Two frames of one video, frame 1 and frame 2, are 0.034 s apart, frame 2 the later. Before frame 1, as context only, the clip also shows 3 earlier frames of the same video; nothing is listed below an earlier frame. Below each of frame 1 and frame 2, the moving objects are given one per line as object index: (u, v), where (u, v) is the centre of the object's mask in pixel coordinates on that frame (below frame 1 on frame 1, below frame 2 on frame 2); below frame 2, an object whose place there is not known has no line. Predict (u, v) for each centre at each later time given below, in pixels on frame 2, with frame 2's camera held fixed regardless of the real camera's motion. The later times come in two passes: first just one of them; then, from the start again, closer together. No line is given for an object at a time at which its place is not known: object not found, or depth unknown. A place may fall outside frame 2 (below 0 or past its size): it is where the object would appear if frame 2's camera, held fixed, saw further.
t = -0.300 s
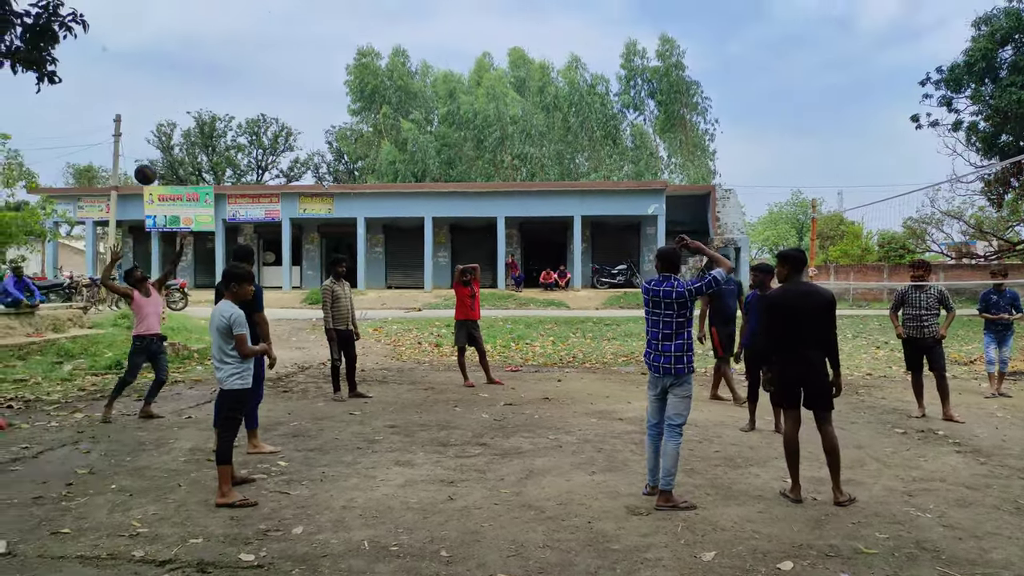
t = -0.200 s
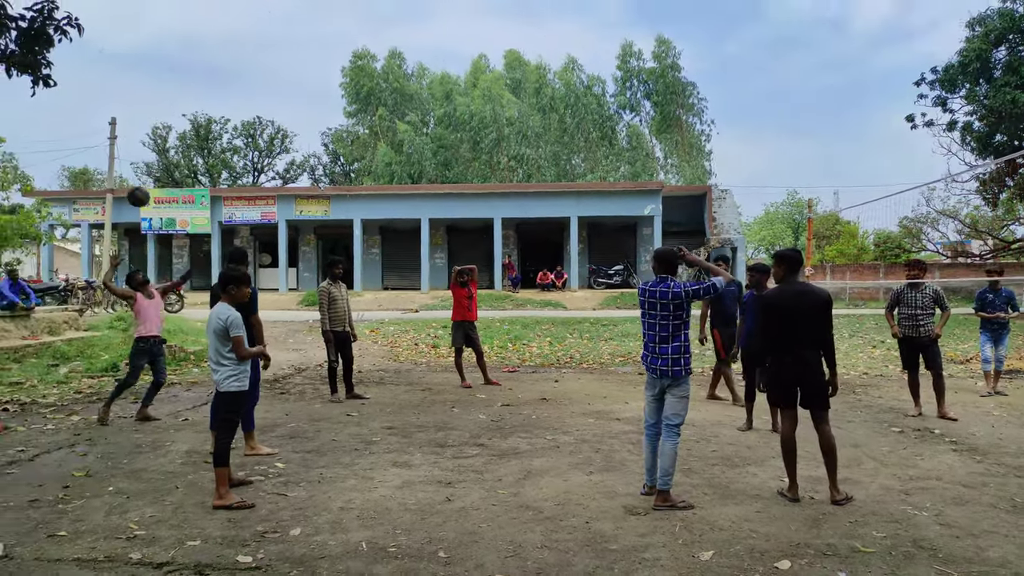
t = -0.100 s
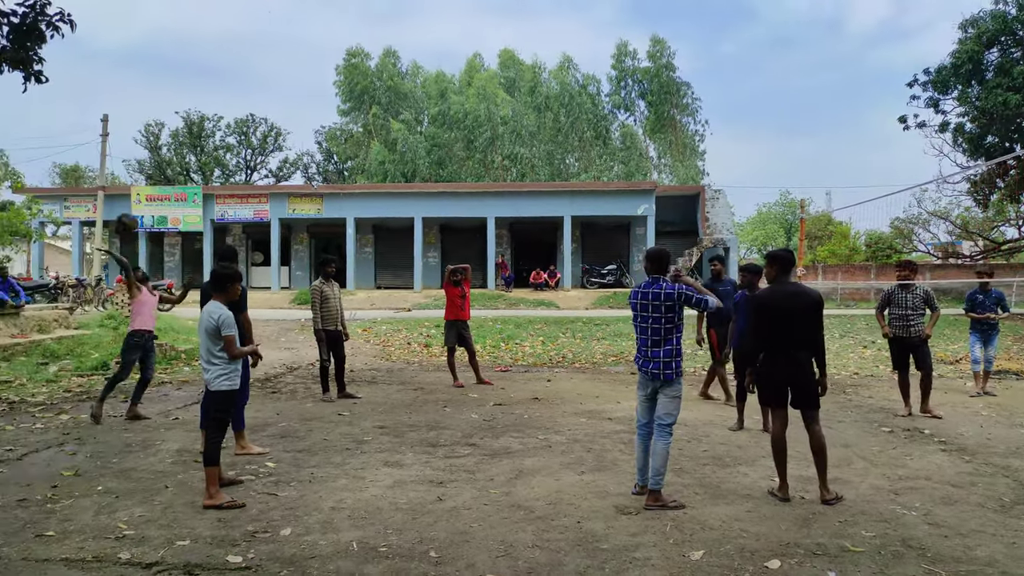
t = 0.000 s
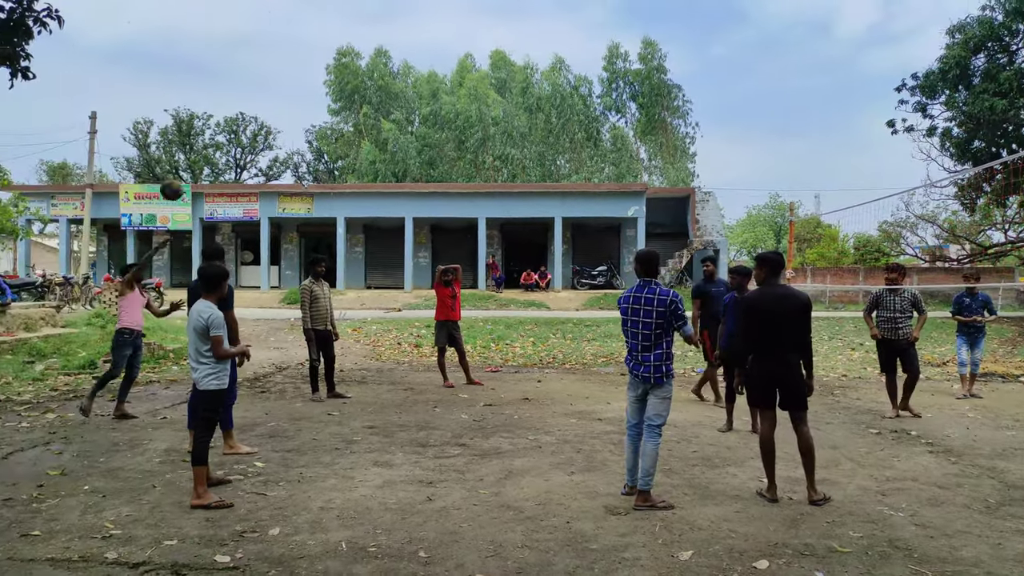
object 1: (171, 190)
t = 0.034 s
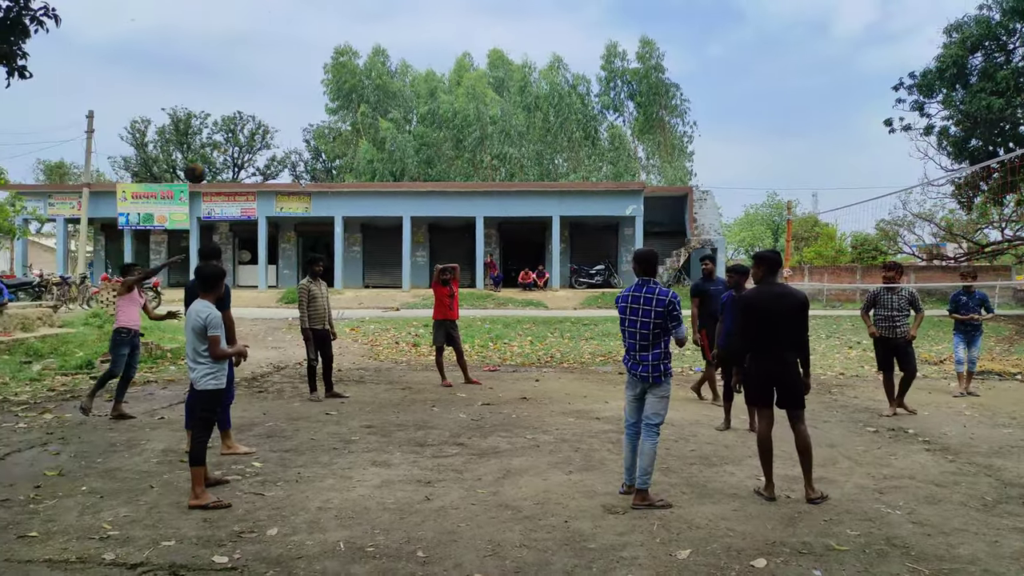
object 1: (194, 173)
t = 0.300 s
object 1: (422, 78)
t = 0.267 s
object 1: (392, 85)
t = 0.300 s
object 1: (422, 78)
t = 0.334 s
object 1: (452, 70)
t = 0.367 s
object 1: (482, 64)
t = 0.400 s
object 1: (514, 59)
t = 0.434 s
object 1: (547, 54)
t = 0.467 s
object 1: (580, 50)
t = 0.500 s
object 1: (613, 48)
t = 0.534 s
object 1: (647, 48)
